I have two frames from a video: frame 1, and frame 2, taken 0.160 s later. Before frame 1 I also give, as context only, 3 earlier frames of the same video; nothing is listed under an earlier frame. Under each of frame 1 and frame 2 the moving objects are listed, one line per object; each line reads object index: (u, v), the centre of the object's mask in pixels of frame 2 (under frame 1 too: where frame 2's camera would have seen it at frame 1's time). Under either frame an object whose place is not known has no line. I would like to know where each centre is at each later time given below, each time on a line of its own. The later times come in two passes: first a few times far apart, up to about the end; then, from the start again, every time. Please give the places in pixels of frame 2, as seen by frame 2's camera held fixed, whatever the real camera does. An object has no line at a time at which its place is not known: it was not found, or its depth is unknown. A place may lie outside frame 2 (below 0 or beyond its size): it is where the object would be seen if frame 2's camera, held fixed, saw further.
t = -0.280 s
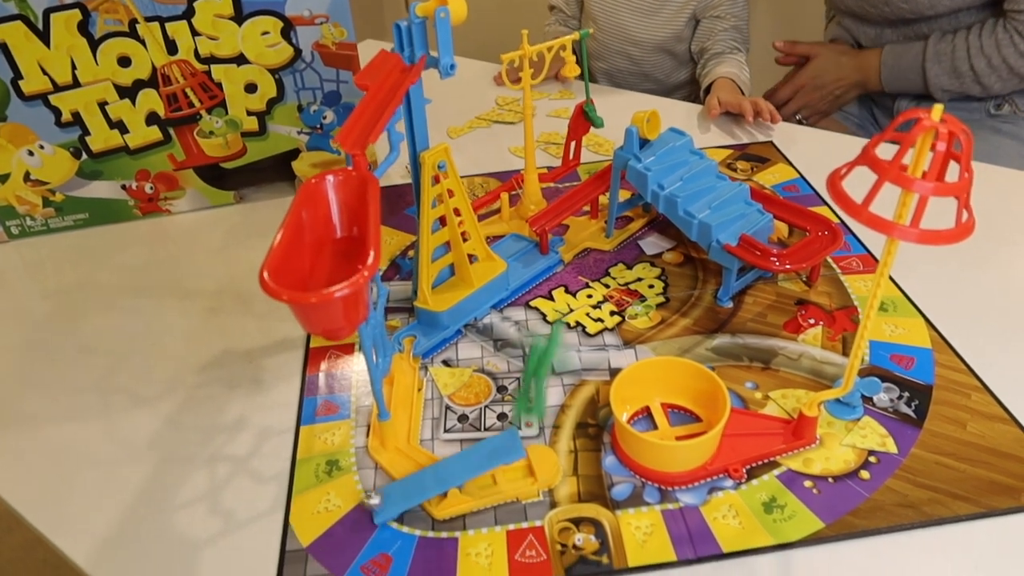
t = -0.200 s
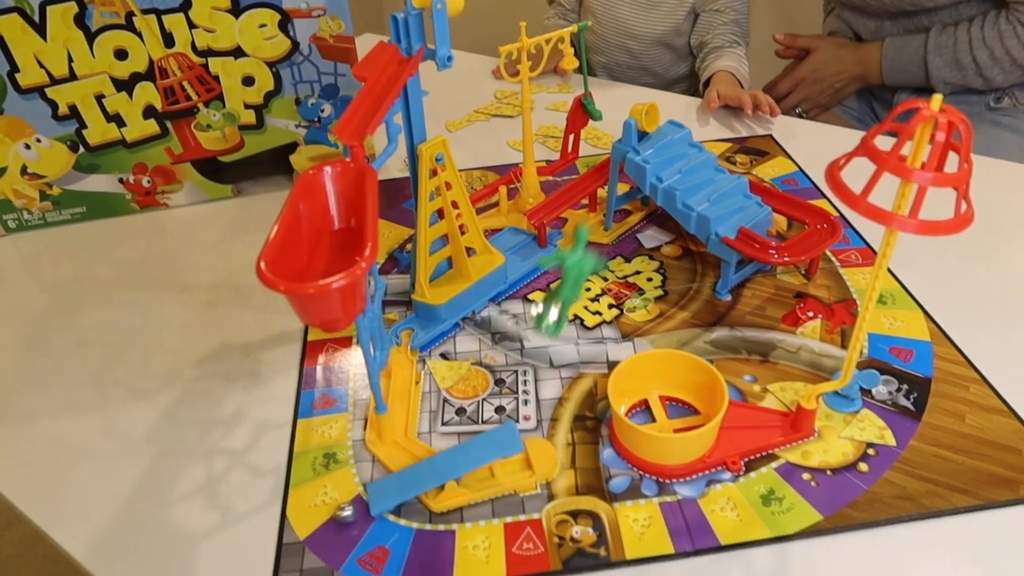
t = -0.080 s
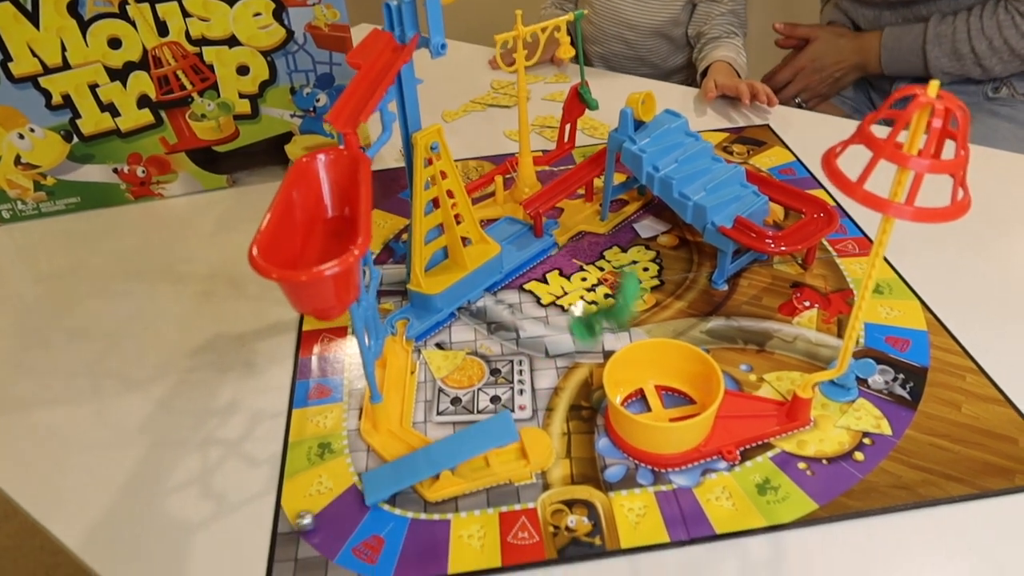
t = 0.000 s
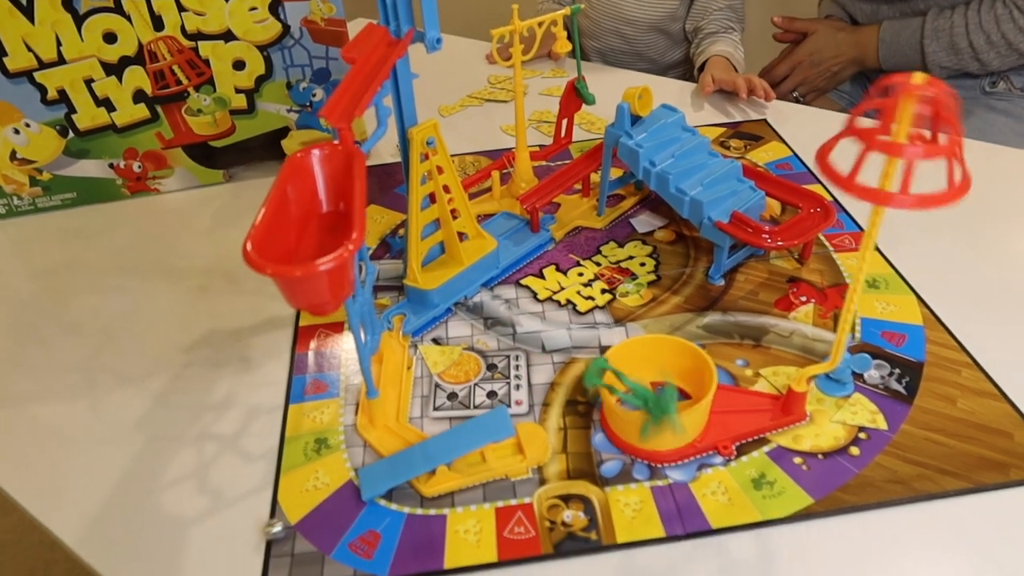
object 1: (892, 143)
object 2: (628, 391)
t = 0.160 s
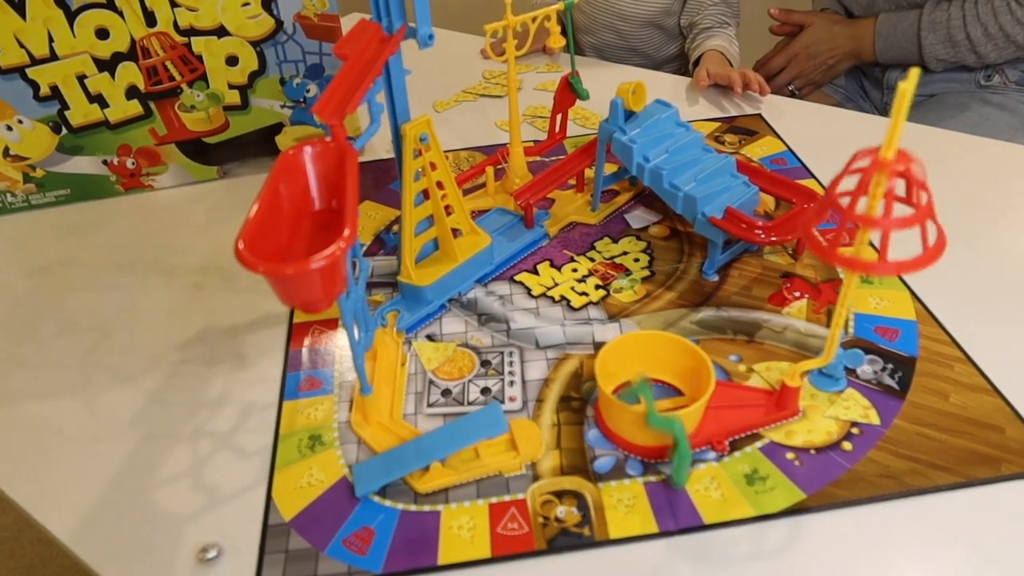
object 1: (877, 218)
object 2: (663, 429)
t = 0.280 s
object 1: (868, 249)
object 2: (668, 436)
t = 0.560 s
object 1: (843, 319)
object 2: (614, 444)
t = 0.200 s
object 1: (877, 226)
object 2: (667, 435)
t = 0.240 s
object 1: (874, 237)
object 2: (668, 436)
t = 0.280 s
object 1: (868, 249)
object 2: (668, 436)
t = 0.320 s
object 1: (861, 261)
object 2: (666, 435)
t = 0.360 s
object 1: (854, 272)
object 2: (661, 434)
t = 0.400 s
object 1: (848, 281)
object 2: (656, 438)
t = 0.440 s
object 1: (843, 292)
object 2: (645, 443)
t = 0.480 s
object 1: (841, 302)
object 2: (633, 444)
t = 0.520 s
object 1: (841, 311)
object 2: (626, 444)
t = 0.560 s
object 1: (843, 319)
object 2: (614, 444)
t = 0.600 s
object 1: (846, 328)
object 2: (605, 445)
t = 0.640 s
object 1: (848, 333)
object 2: (603, 447)
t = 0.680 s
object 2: (603, 448)
